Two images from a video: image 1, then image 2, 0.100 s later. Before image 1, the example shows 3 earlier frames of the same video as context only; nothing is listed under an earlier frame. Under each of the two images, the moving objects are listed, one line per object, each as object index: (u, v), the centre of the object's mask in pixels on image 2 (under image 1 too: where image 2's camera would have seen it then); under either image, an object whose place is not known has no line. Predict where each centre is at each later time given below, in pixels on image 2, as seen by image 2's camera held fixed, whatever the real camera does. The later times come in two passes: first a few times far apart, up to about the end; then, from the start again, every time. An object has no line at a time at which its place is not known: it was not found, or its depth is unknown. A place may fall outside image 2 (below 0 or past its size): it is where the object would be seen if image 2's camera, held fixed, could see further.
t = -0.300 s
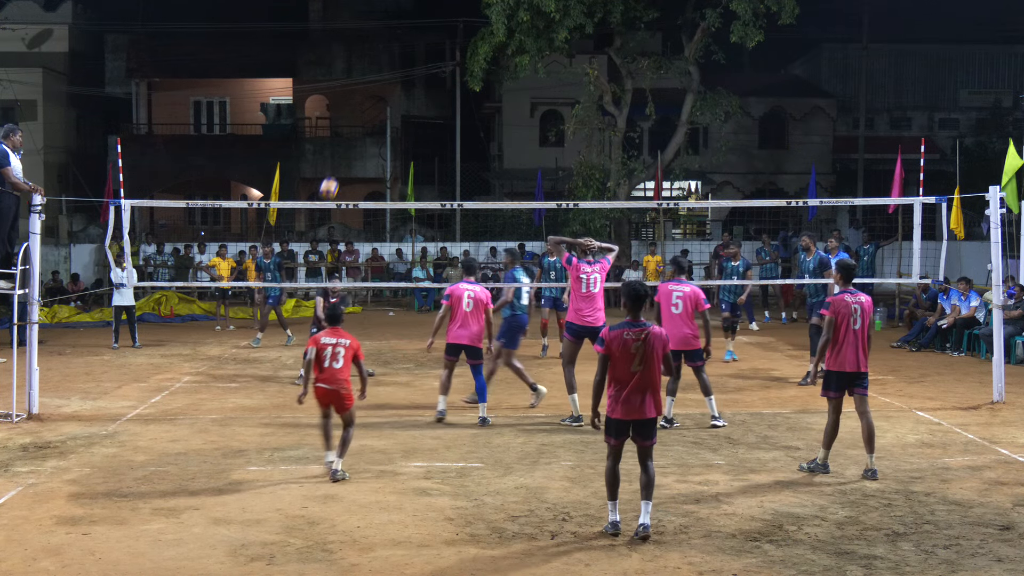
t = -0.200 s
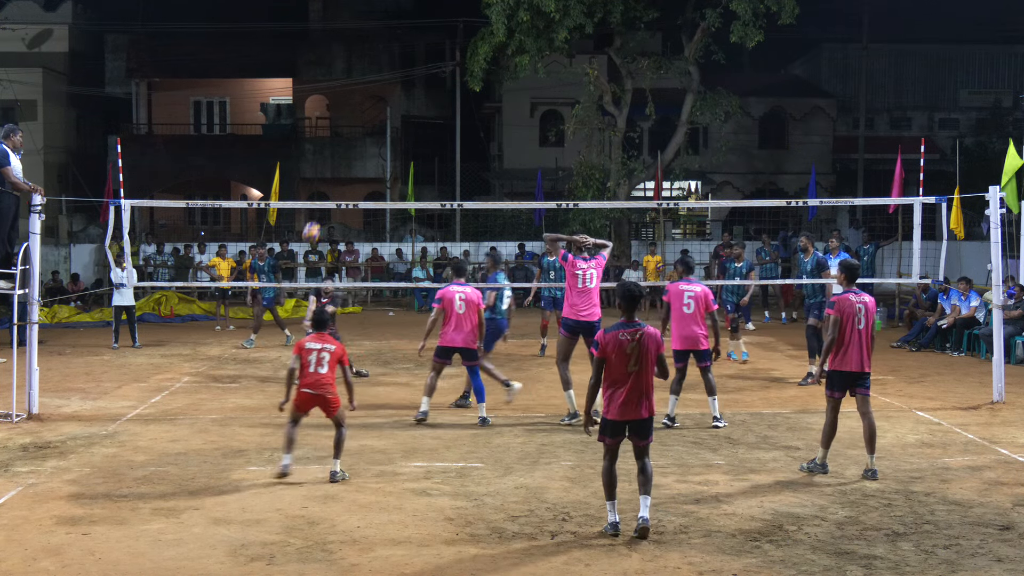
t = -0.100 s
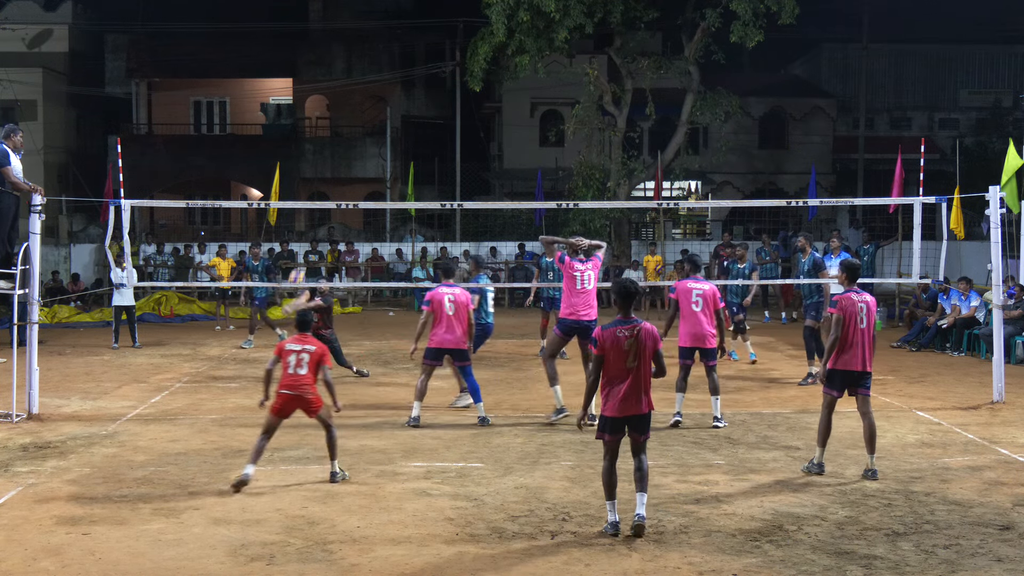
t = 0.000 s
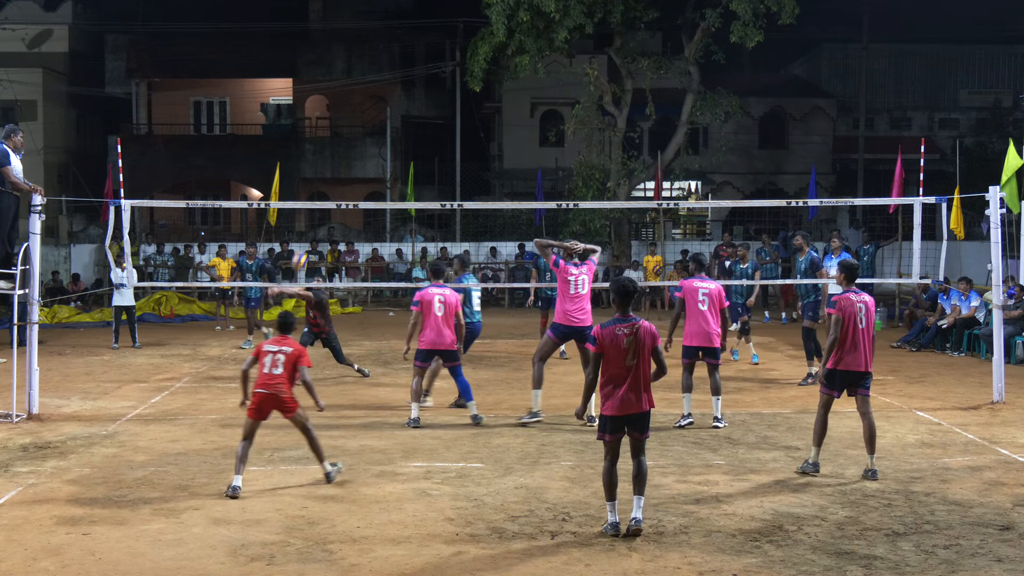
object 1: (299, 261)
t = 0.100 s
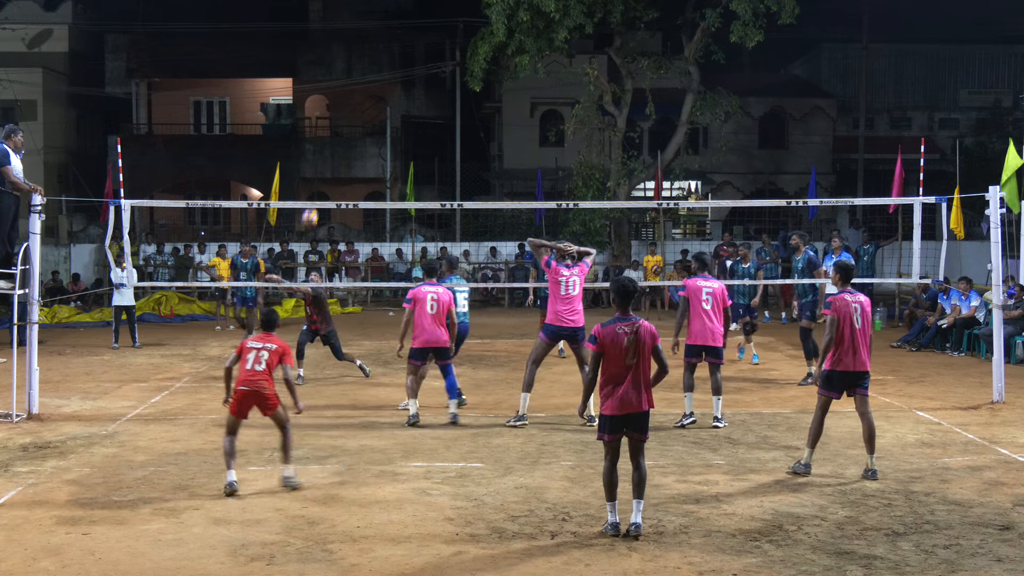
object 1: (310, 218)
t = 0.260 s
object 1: (327, 163)
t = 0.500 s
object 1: (355, 116)
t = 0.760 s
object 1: (385, 113)
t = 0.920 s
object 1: (404, 136)
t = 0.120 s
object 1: (312, 213)
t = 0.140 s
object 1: (314, 198)
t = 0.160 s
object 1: (316, 194)
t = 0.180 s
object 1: (318, 189)
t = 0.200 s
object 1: (321, 182)
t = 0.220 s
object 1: (323, 175)
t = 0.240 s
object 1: (325, 169)
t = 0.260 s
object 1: (327, 163)
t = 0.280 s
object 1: (330, 158)
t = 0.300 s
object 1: (332, 153)
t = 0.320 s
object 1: (334, 147)
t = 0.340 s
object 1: (336, 143)
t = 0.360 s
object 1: (338, 139)
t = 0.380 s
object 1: (340, 135)
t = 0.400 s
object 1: (343, 131)
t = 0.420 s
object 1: (345, 127)
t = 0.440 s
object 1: (347, 124)
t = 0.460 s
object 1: (350, 121)
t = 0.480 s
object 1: (352, 118)
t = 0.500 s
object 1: (355, 116)
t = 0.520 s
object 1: (357, 114)
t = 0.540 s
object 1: (359, 112)
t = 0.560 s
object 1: (362, 111)
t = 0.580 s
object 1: (364, 110)
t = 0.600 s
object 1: (366, 109)
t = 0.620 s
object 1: (368, 109)
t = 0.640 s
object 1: (371, 108)
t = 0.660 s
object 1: (373, 108)
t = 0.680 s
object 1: (376, 108)
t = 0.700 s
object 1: (378, 109)
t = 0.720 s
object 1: (381, 110)
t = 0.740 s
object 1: (383, 111)
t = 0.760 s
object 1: (385, 113)
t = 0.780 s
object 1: (388, 114)
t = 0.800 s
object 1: (390, 117)
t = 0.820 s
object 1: (392, 119)
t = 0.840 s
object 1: (395, 122)
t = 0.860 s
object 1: (397, 126)
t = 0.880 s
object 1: (399, 129)
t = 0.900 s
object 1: (402, 132)
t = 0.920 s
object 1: (404, 136)
